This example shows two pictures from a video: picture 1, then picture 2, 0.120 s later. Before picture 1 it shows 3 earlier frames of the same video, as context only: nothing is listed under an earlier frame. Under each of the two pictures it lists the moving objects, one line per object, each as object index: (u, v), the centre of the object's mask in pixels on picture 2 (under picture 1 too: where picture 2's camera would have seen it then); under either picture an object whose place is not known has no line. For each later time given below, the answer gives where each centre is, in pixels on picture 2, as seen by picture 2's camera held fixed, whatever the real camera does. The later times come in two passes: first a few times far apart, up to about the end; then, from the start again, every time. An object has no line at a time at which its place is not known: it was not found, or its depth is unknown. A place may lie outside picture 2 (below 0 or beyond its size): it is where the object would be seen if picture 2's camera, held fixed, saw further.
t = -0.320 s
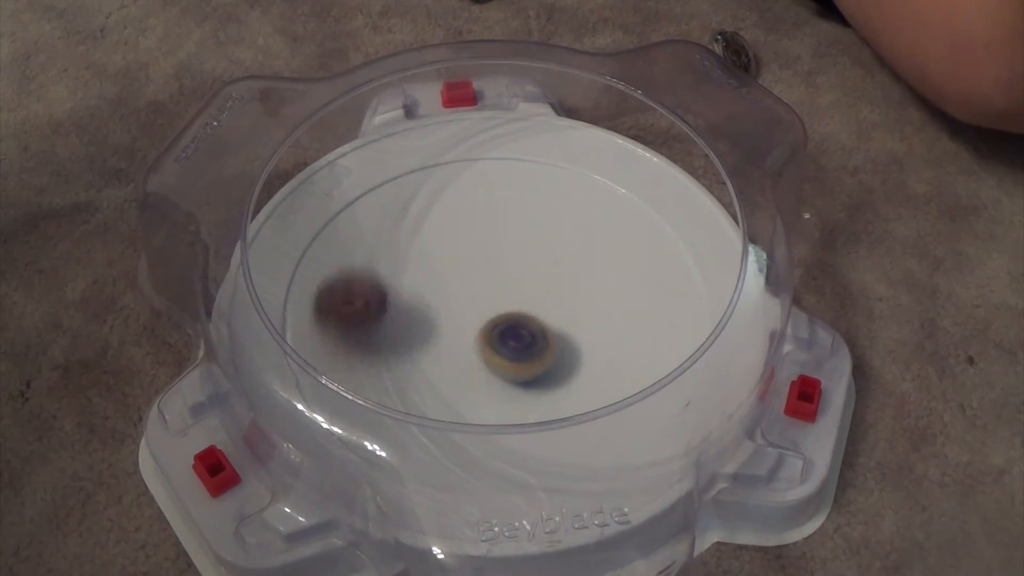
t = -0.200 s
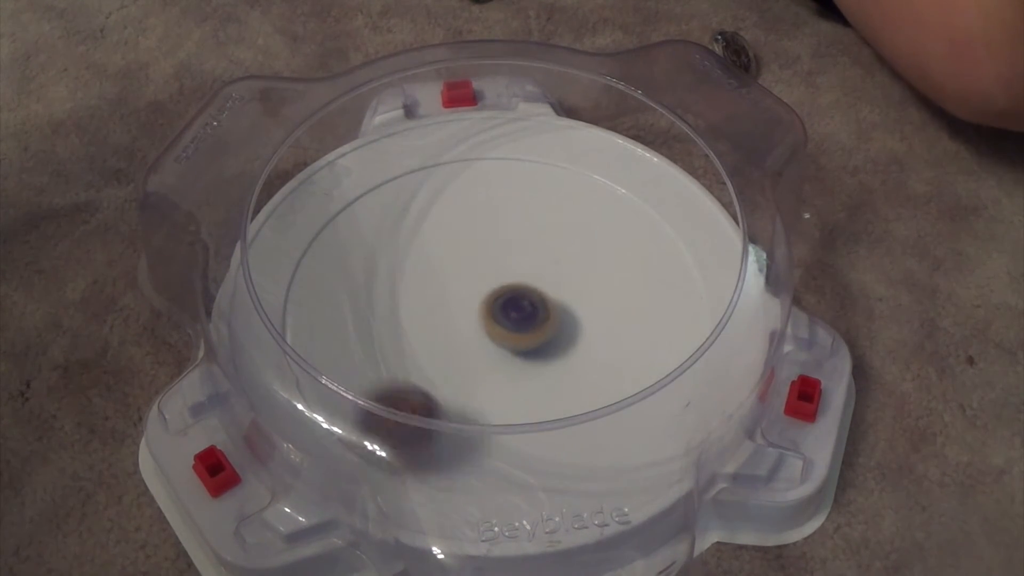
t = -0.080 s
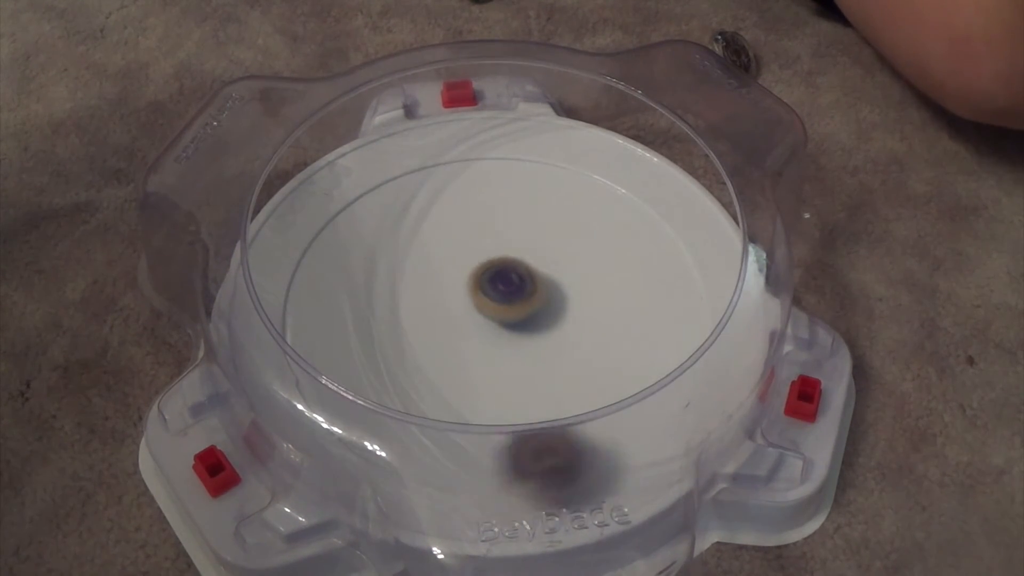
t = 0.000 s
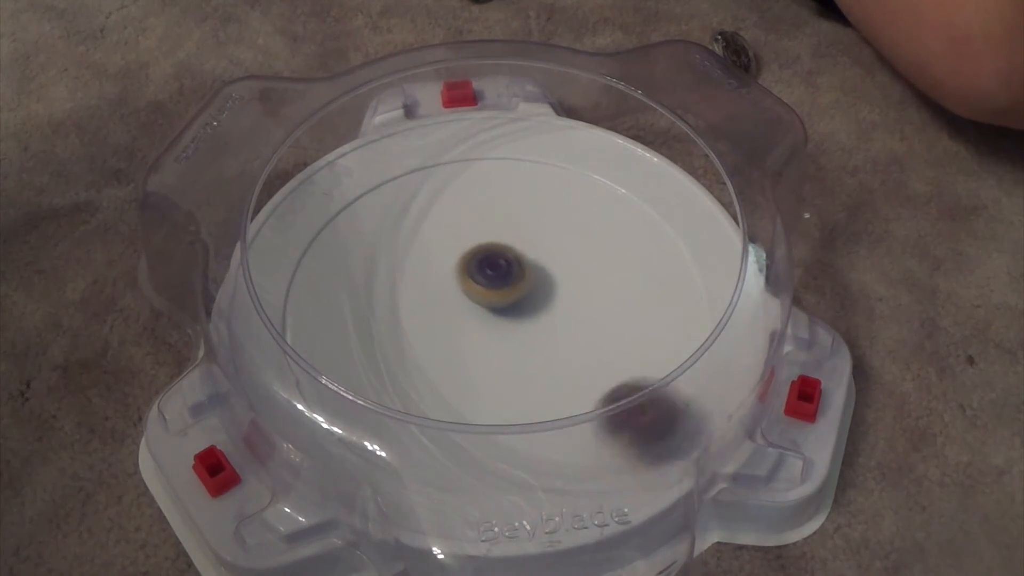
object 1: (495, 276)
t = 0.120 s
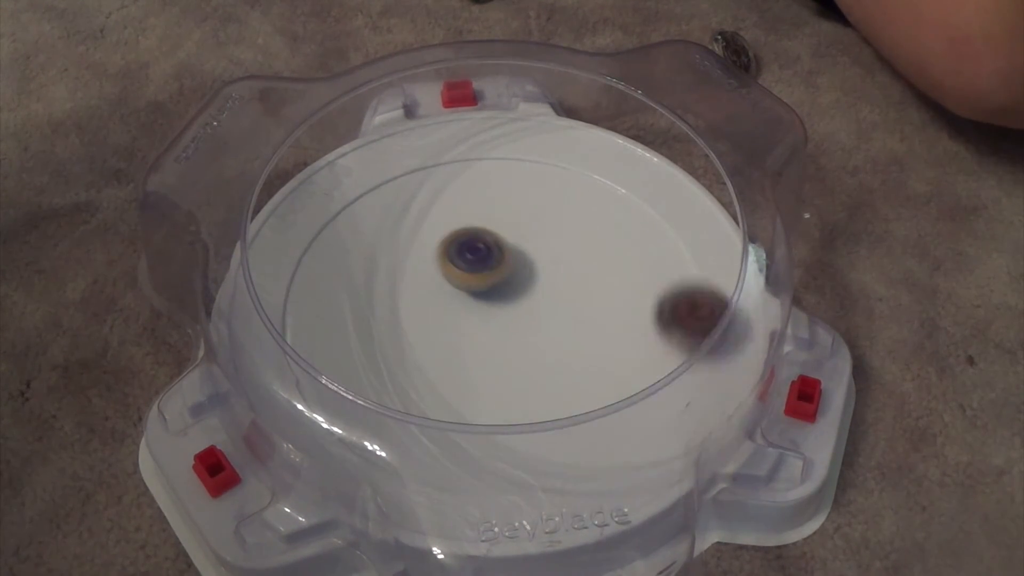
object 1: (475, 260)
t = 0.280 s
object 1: (449, 254)
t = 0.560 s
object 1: (435, 290)
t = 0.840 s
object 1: (483, 330)
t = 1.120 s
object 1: (540, 327)
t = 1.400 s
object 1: (547, 303)
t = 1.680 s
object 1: (509, 303)
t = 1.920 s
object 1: (480, 329)
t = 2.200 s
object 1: (489, 365)
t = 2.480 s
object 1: (520, 352)
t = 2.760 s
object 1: (497, 313)
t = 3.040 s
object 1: (455, 293)
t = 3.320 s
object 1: (439, 306)
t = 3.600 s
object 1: (484, 332)
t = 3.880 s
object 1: (537, 327)
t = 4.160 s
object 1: (536, 274)
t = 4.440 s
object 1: (414, 237)
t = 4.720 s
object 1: (347, 277)
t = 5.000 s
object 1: (384, 337)
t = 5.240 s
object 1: (285, 302)
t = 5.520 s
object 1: (295, 216)
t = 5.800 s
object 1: (393, 232)
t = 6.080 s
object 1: (493, 235)
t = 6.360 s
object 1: (569, 234)
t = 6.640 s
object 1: (596, 275)
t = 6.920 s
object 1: (561, 343)
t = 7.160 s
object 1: (505, 387)
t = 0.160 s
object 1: (468, 257)
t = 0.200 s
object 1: (462, 254)
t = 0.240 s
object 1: (455, 253)
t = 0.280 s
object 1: (449, 254)
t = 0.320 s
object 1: (443, 256)
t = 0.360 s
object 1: (438, 259)
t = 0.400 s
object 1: (435, 263)
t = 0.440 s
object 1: (434, 269)
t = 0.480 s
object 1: (431, 275)
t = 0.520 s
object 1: (433, 283)
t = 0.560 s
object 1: (435, 290)
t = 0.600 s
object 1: (438, 298)
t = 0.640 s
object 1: (442, 305)
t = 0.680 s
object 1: (448, 312)
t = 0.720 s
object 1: (455, 318)
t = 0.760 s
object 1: (464, 323)
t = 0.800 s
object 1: (473, 327)
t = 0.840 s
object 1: (483, 330)
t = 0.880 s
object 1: (493, 333)
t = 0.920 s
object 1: (501, 334)
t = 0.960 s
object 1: (511, 334)
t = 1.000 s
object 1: (519, 334)
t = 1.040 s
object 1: (527, 332)
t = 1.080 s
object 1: (534, 330)
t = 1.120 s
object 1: (540, 327)
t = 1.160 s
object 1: (544, 324)
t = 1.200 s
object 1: (548, 320)
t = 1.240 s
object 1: (550, 316)
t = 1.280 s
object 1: (551, 312)
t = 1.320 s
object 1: (551, 309)
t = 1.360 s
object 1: (550, 306)
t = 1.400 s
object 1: (547, 303)
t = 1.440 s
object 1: (543, 301)
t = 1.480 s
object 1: (539, 299)
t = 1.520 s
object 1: (534, 298)
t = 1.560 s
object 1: (528, 298)
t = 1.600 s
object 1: (522, 299)
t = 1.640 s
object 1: (515, 301)
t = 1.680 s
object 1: (509, 303)
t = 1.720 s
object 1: (503, 306)
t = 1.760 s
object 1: (497, 310)
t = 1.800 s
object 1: (492, 313)
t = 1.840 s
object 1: (486, 318)
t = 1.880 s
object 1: (482, 323)
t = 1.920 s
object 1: (480, 329)
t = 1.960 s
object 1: (477, 335)
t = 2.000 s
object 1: (476, 341)
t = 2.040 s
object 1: (476, 347)
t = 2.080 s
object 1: (477, 352)
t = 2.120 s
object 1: (480, 357)
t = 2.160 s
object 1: (485, 361)
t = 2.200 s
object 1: (489, 365)
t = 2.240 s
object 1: (495, 367)
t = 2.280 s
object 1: (500, 367)
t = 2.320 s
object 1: (506, 366)
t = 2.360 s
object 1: (511, 365)
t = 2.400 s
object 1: (515, 361)
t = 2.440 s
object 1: (518, 357)
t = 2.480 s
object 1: (520, 352)
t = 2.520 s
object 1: (520, 346)
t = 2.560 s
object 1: (519, 341)
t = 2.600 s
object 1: (516, 335)
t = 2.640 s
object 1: (512, 329)
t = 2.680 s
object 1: (507, 324)
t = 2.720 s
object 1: (502, 318)
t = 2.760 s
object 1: (497, 313)
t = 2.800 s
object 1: (491, 310)
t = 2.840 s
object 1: (485, 305)
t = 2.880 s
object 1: (480, 302)
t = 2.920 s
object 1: (474, 299)
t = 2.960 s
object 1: (467, 296)
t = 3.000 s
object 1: (461, 294)
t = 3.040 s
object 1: (455, 293)
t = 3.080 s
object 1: (450, 293)
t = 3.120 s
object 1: (446, 293)
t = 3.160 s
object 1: (442, 295)
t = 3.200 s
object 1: (440, 297)
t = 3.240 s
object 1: (438, 300)
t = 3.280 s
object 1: (438, 303)
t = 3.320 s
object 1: (439, 306)
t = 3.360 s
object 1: (441, 309)
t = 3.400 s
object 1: (444, 312)
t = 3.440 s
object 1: (449, 315)
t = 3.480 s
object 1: (454, 318)
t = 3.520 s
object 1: (459, 319)
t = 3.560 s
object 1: (474, 328)
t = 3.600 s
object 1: (484, 332)
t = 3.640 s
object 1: (493, 333)
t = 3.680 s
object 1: (502, 334)
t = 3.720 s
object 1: (510, 335)
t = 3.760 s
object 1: (518, 334)
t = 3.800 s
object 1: (526, 333)
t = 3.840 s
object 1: (532, 330)
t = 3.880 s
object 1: (537, 327)
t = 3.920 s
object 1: (543, 324)
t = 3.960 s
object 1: (545, 318)
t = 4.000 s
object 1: (546, 303)
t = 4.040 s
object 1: (545, 292)
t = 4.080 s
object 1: (543, 286)
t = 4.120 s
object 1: (539, 279)
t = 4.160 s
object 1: (536, 274)
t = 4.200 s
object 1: (529, 268)
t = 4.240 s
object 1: (510, 259)
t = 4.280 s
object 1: (494, 253)
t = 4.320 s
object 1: (484, 251)
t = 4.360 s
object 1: (475, 249)
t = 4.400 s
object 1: (443, 243)
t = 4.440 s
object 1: (414, 237)
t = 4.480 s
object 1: (391, 235)
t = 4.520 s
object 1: (378, 239)
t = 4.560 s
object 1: (368, 246)
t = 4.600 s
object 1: (360, 253)
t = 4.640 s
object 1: (355, 260)
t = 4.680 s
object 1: (349, 269)
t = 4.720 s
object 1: (347, 277)
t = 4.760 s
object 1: (346, 286)
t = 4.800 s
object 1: (347, 294)
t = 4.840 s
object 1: (349, 303)
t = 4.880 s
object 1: (355, 312)
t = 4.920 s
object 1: (363, 321)
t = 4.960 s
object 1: (372, 330)
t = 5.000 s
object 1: (384, 337)
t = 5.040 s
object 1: (397, 344)
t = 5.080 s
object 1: (412, 349)
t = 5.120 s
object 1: (429, 353)
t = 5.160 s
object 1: (412, 348)
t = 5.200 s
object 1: (347, 332)
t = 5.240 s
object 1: (285, 302)
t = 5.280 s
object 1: (253, 281)
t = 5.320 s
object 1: (240, 267)
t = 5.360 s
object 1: (243, 251)
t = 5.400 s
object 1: (260, 236)
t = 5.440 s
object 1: (273, 229)
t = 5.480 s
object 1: (282, 220)
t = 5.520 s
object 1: (295, 216)
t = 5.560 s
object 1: (307, 212)
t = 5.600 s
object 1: (318, 210)
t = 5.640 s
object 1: (330, 212)
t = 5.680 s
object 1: (345, 217)
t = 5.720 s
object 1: (362, 222)
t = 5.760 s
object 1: (377, 227)
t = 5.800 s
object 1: (393, 232)
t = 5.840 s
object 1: (409, 236)
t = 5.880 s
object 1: (425, 238)
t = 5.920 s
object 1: (440, 240)
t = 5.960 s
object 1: (455, 240)
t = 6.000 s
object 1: (469, 239)
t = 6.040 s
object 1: (480, 236)
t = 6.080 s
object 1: (493, 235)
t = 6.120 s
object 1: (506, 233)
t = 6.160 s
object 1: (518, 232)
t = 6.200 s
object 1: (529, 231)
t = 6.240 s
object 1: (540, 231)
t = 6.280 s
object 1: (550, 231)
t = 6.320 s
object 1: (560, 232)
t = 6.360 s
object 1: (569, 234)
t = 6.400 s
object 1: (576, 237)
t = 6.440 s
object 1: (584, 241)
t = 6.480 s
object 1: (589, 247)
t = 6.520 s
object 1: (593, 253)
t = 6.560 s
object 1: (596, 259)
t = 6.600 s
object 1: (597, 267)
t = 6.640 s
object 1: (596, 275)
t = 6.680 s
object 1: (595, 284)
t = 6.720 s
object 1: (592, 294)
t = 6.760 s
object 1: (588, 304)
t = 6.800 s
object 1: (583, 314)
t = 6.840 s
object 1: (577, 324)
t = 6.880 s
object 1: (569, 334)
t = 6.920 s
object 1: (561, 343)
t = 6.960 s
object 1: (552, 353)
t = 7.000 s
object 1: (543, 361)
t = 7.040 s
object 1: (534, 369)
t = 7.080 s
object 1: (525, 376)
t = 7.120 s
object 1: (515, 381)
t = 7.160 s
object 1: (505, 387)
